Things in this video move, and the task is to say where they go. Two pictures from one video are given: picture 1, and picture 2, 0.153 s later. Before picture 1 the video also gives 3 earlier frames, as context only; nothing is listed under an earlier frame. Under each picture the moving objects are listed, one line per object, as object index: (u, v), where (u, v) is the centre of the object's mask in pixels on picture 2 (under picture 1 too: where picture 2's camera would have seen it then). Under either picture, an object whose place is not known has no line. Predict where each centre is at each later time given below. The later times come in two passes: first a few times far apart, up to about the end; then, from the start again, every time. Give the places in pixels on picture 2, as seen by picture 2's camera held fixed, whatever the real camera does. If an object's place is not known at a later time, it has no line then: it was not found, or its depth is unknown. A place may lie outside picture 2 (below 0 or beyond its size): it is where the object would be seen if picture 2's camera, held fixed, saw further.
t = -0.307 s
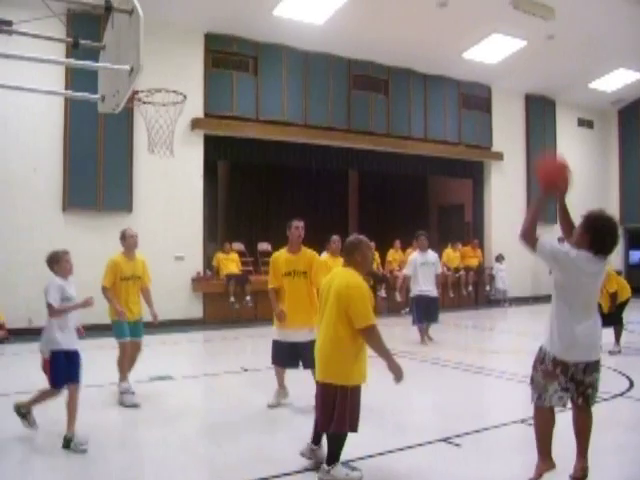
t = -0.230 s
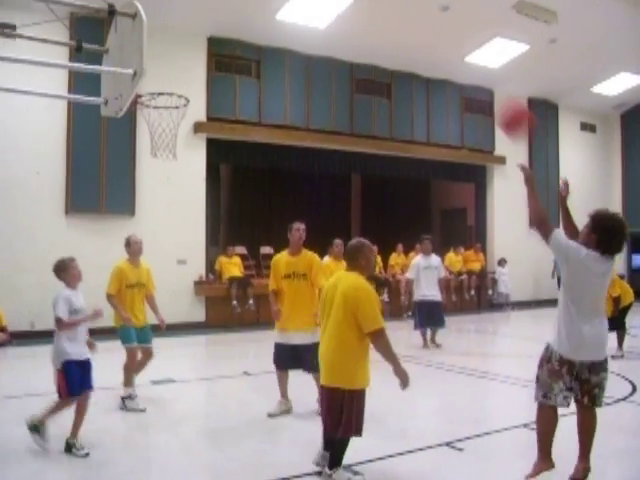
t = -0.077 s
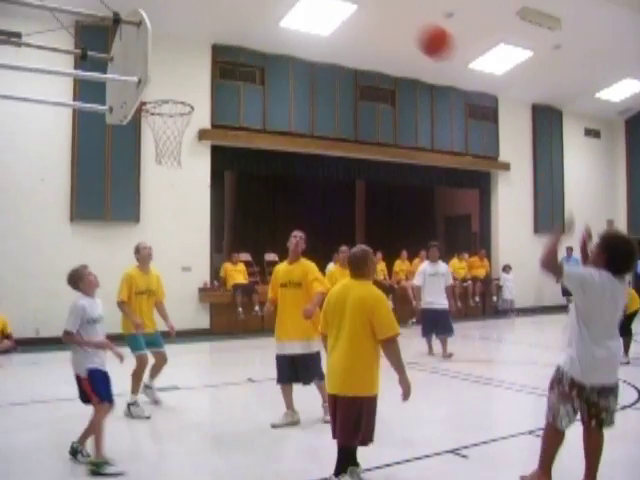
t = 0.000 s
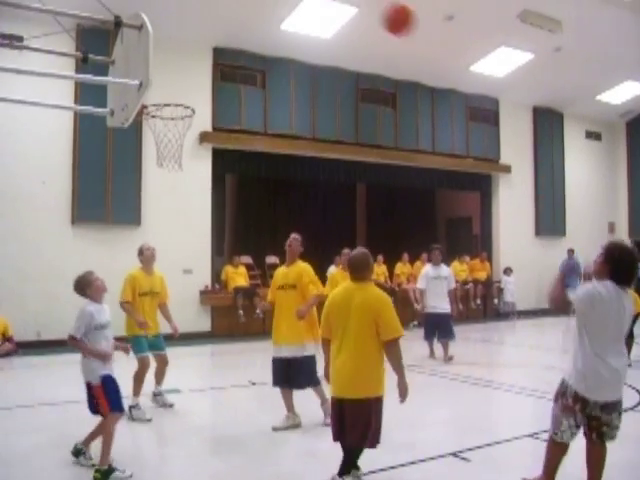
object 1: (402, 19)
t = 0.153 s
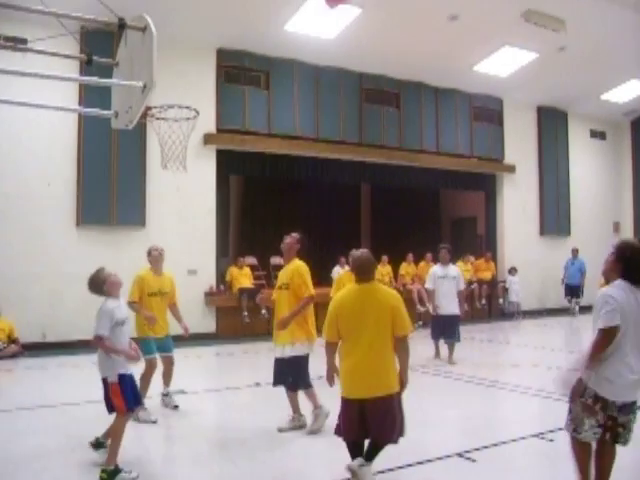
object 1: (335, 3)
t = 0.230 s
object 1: (299, 4)
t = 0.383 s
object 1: (245, 14)
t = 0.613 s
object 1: (172, 83)
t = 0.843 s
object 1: (202, 59)
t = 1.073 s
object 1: (262, 44)
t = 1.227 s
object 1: (303, 66)
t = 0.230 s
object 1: (299, 4)
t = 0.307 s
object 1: (273, 7)
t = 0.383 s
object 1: (245, 14)
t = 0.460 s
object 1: (219, 32)
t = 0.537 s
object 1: (195, 55)
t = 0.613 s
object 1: (172, 83)
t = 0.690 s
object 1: (163, 98)
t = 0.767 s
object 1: (182, 76)
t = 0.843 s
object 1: (202, 59)
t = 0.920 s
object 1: (222, 49)
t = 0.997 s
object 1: (242, 43)
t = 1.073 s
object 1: (262, 44)
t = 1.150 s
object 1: (282, 52)
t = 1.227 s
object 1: (303, 66)
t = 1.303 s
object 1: (323, 83)
